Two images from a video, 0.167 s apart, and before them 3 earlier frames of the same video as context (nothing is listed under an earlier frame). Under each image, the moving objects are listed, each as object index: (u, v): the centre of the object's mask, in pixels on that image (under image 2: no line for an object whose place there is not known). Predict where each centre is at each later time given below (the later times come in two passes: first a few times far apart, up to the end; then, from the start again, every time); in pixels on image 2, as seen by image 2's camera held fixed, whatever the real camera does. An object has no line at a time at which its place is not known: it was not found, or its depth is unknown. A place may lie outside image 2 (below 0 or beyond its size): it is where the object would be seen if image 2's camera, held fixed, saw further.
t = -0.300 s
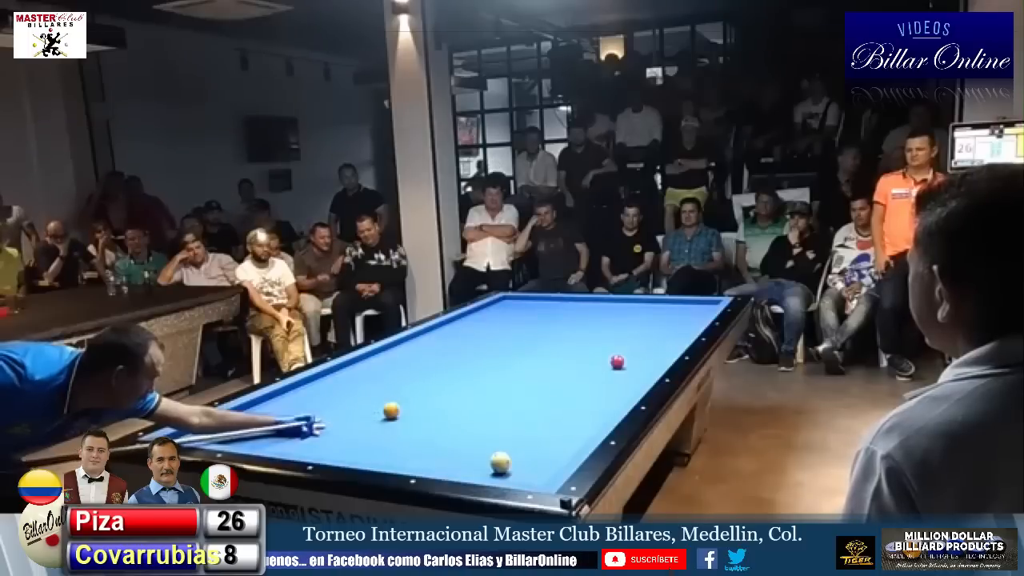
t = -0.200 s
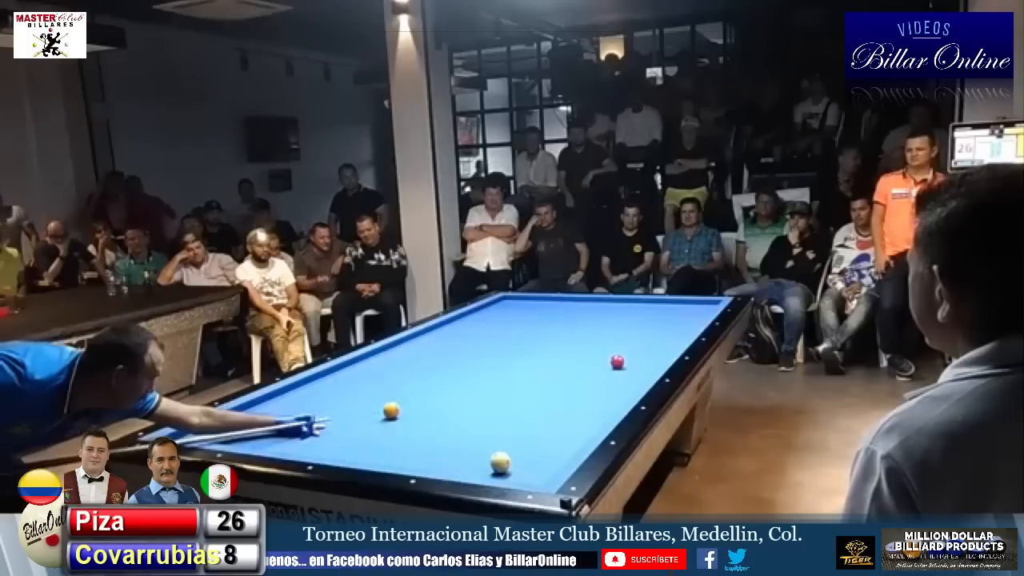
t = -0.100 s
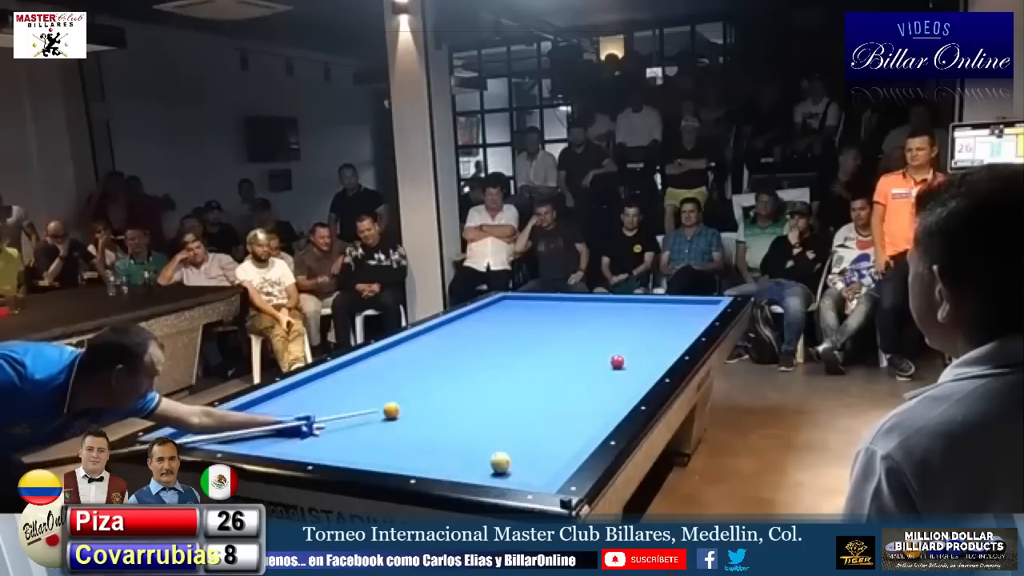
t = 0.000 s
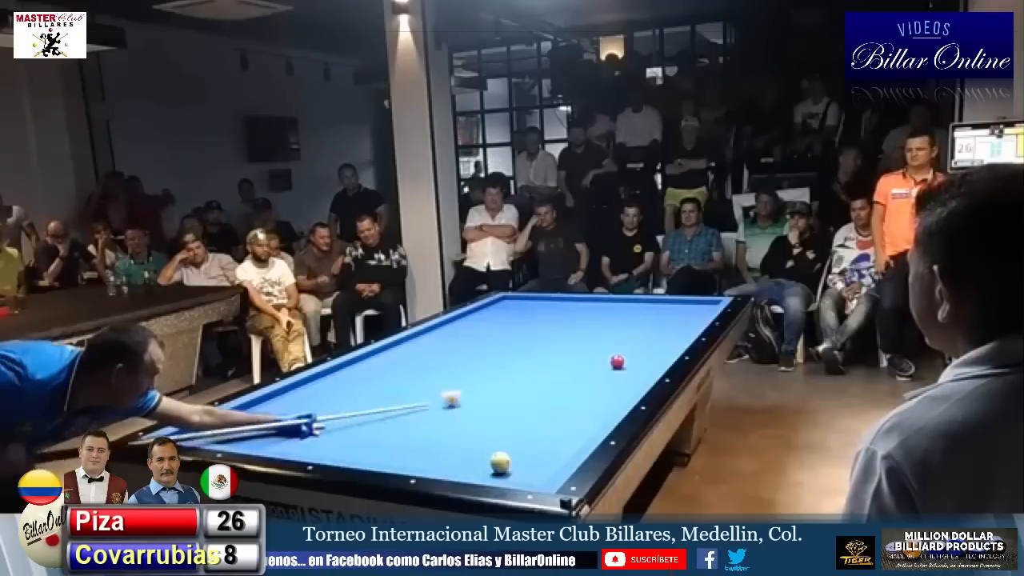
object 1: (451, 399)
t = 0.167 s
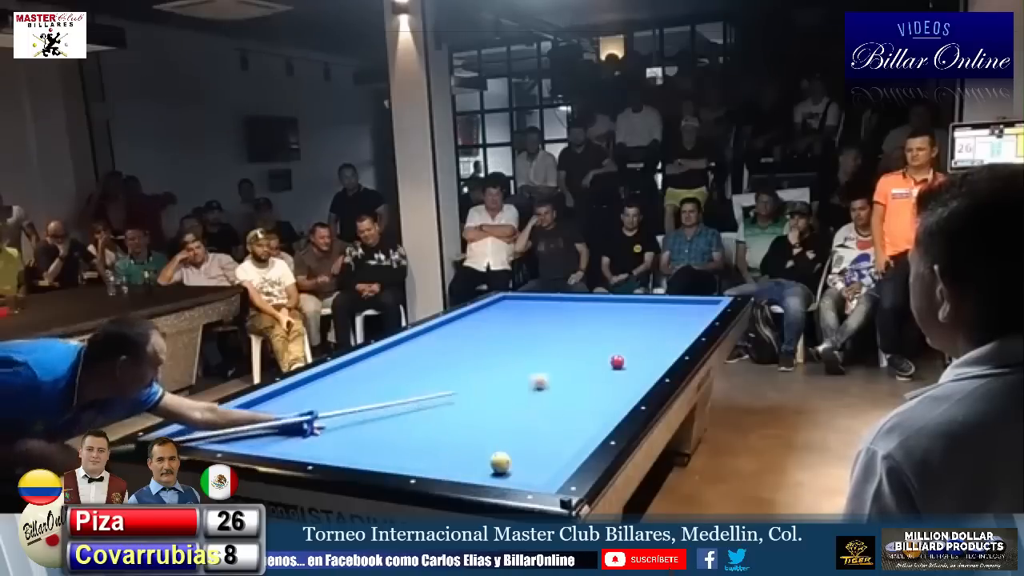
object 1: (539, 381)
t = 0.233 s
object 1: (569, 376)
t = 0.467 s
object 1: (657, 359)
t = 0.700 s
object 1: (630, 339)
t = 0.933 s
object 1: (616, 324)
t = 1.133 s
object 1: (605, 312)
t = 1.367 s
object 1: (596, 301)
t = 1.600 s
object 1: (559, 303)
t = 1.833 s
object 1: (514, 308)
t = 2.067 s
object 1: (471, 313)
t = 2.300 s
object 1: (470, 319)
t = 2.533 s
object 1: (475, 326)
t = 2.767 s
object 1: (479, 335)
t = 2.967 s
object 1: (483, 343)
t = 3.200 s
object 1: (488, 352)
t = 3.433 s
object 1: (493, 363)
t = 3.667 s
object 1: (499, 374)
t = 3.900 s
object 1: (506, 387)
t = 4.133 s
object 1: (513, 401)
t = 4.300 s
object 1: (519, 412)
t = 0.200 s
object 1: (554, 378)
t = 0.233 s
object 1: (569, 376)
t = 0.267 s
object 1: (582, 373)
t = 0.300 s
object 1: (596, 371)
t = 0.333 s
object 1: (608, 368)
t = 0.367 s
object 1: (622, 365)
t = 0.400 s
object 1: (635, 364)
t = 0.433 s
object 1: (649, 361)
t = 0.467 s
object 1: (657, 359)
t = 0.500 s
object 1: (653, 356)
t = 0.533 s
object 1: (648, 353)
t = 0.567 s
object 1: (644, 350)
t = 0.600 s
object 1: (640, 347)
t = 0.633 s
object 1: (636, 344)
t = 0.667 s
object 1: (633, 341)
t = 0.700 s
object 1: (630, 339)
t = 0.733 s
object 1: (628, 337)
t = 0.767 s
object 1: (625, 335)
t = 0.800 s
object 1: (623, 332)
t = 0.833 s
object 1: (621, 330)
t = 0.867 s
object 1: (620, 328)
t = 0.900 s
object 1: (617, 326)
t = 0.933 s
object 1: (616, 324)
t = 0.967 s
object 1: (614, 322)
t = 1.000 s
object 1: (612, 320)
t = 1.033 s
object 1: (610, 318)
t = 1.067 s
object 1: (609, 316)
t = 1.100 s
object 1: (607, 314)
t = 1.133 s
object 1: (605, 312)
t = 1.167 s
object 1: (604, 311)
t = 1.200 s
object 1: (603, 309)
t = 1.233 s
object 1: (601, 308)
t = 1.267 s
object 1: (600, 306)
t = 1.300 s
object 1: (599, 304)
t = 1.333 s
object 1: (597, 303)
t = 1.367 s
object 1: (596, 301)
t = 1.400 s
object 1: (594, 300)
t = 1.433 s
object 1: (593, 299)
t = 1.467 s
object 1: (585, 299)
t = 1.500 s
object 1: (578, 300)
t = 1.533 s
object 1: (571, 300)
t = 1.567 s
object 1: (566, 302)
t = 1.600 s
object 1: (559, 303)
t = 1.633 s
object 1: (552, 304)
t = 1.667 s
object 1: (546, 304)
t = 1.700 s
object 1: (539, 305)
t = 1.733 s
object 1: (533, 306)
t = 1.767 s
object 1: (527, 306)
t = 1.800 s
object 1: (520, 307)
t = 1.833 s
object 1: (514, 308)
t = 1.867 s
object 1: (508, 309)
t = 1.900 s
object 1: (502, 310)
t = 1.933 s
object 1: (495, 311)
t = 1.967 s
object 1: (489, 311)
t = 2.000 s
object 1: (483, 312)
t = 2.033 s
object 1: (477, 312)
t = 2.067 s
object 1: (471, 313)
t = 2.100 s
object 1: (466, 314)
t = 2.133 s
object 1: (466, 315)
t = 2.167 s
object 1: (467, 316)
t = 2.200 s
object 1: (468, 317)
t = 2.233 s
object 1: (469, 317)
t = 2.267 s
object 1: (470, 319)
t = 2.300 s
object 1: (470, 319)
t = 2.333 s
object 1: (471, 320)
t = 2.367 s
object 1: (472, 322)
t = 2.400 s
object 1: (472, 323)
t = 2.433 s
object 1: (473, 323)
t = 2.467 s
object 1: (473, 325)
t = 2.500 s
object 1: (474, 326)
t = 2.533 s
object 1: (475, 326)
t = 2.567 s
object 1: (475, 328)
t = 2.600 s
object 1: (476, 329)
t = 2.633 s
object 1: (477, 330)
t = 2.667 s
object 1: (478, 331)
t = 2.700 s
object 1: (478, 333)
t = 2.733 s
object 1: (479, 334)
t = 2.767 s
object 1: (479, 335)
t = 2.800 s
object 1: (480, 336)
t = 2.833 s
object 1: (480, 338)
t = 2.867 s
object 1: (481, 339)
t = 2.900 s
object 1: (482, 340)
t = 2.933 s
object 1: (482, 341)
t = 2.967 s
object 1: (483, 343)
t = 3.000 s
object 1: (484, 344)
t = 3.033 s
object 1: (484, 346)
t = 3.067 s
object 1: (485, 347)
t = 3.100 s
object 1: (486, 348)
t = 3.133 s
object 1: (486, 349)
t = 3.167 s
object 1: (487, 351)
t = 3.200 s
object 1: (488, 352)
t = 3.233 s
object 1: (489, 354)
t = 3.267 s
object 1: (489, 355)
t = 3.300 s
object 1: (490, 356)
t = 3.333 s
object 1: (491, 358)
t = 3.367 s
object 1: (492, 360)
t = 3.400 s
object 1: (492, 361)
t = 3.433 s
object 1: (493, 363)
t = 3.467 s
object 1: (494, 364)
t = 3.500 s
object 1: (495, 366)
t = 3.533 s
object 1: (495, 367)
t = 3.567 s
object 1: (496, 369)
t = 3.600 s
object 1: (497, 370)
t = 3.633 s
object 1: (498, 372)
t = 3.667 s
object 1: (499, 374)
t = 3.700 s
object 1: (500, 376)
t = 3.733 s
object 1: (501, 378)
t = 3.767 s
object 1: (502, 379)
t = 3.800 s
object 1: (502, 381)
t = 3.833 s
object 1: (504, 383)
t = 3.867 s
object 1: (504, 385)
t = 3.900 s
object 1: (506, 387)
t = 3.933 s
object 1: (506, 389)
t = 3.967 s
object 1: (507, 390)
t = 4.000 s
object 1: (508, 393)
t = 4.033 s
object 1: (509, 395)
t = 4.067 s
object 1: (510, 397)
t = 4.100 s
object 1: (511, 399)
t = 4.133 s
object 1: (513, 401)
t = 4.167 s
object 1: (514, 403)
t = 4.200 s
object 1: (515, 405)
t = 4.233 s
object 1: (516, 407)
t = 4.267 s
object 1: (517, 410)
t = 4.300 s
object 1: (519, 412)
